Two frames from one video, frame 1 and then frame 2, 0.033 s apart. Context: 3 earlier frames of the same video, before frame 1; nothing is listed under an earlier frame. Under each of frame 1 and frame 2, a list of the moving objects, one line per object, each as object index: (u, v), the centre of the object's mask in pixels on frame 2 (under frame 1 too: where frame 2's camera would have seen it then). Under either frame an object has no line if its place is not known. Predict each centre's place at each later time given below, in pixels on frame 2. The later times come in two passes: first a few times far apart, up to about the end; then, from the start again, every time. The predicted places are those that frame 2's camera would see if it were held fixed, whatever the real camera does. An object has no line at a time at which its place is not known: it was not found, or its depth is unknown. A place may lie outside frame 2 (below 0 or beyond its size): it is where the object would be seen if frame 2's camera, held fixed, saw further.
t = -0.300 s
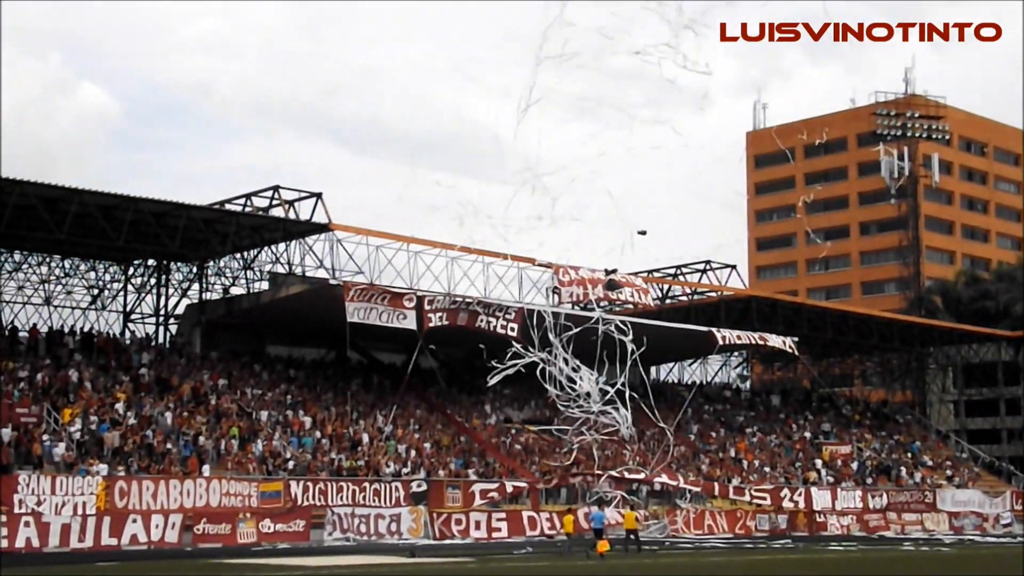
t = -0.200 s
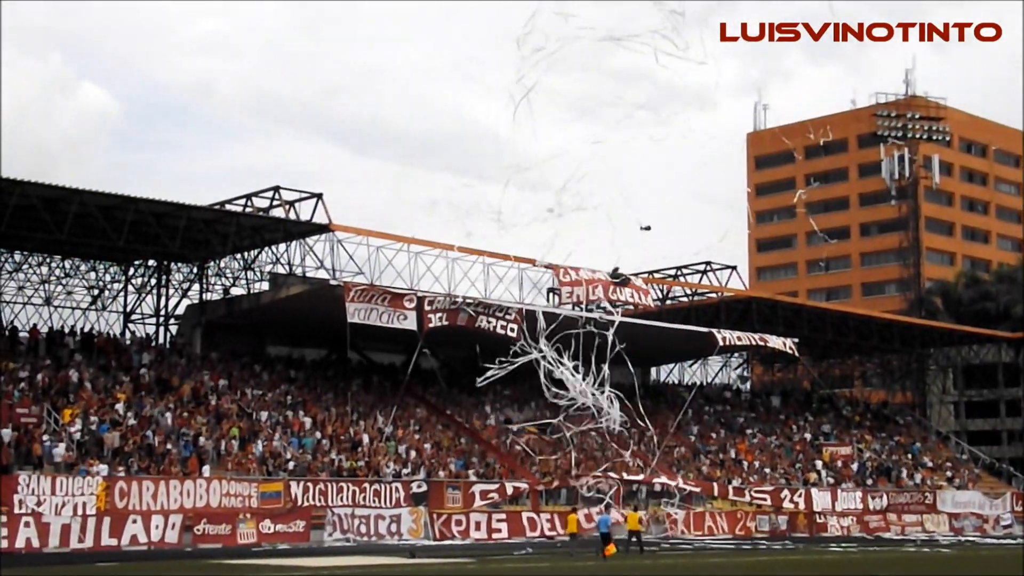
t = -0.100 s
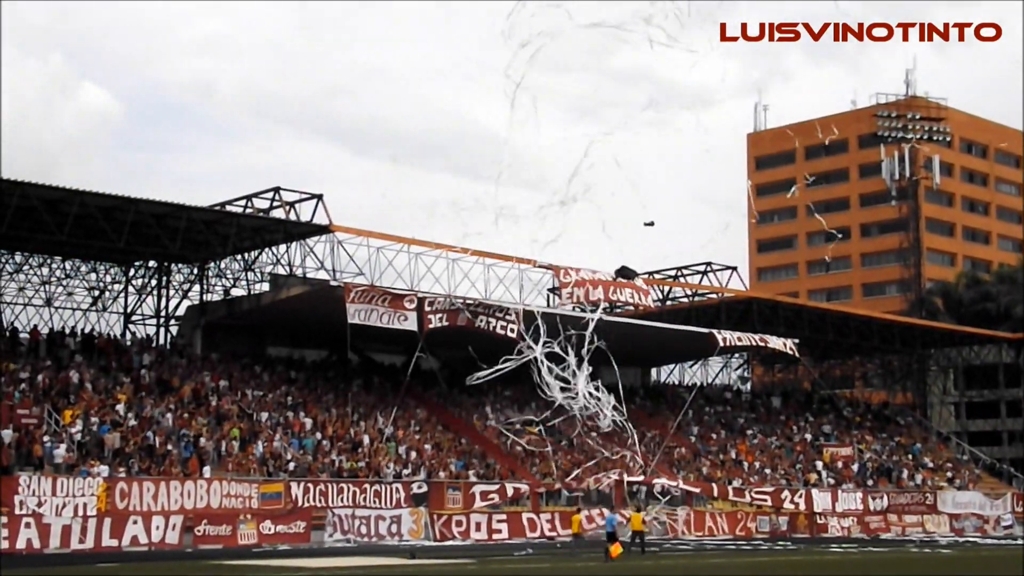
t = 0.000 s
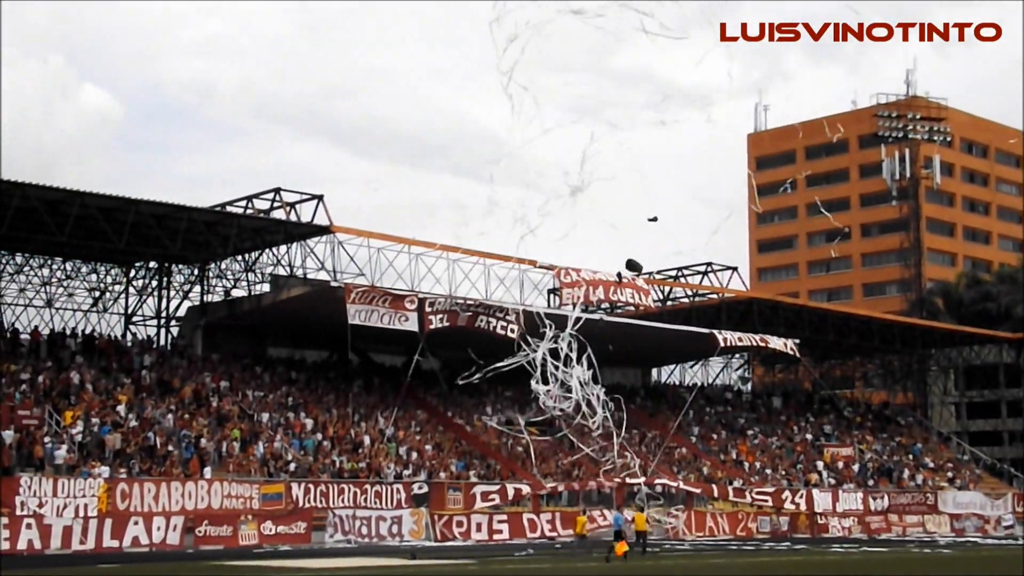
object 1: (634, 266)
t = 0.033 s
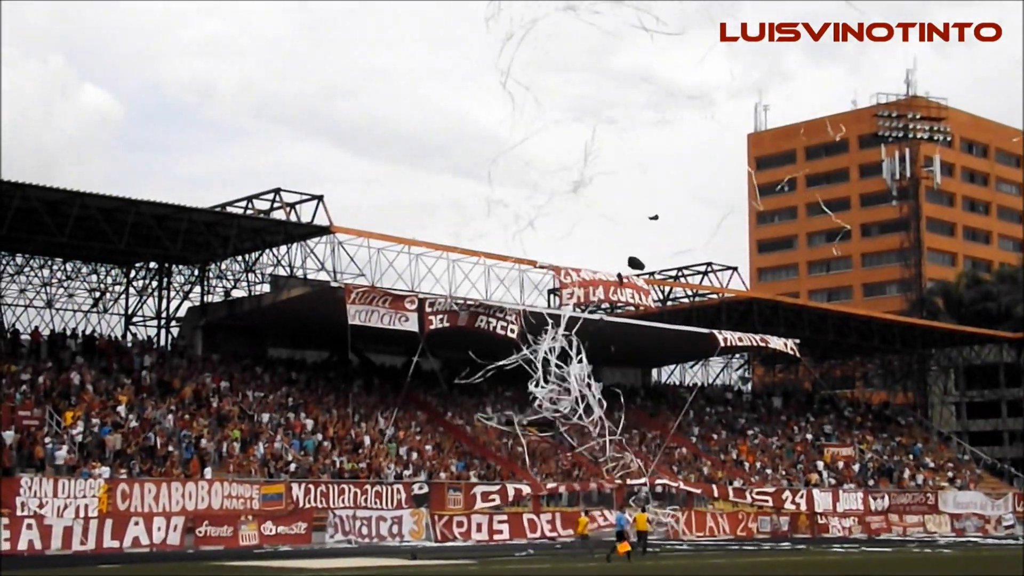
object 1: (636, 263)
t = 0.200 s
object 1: (648, 252)
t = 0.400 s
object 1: (662, 241)
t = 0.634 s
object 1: (678, 234)
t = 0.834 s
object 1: (690, 231)
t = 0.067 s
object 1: (638, 261)
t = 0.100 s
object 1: (641, 259)
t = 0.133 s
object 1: (643, 257)
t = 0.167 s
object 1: (645, 254)
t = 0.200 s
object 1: (648, 252)
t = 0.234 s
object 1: (650, 250)
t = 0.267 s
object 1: (653, 248)
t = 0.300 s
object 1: (655, 246)
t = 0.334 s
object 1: (657, 245)
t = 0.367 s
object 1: (659, 243)
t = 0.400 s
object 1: (662, 241)
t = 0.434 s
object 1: (664, 240)
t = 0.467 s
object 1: (666, 239)
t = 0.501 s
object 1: (668, 238)
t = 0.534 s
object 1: (671, 237)
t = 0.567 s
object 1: (673, 236)
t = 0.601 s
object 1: (675, 235)
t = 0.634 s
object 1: (678, 234)
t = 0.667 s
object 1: (680, 234)
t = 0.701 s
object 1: (682, 233)
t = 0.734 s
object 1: (684, 233)
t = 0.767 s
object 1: (686, 232)
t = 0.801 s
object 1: (688, 232)
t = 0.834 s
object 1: (690, 231)
